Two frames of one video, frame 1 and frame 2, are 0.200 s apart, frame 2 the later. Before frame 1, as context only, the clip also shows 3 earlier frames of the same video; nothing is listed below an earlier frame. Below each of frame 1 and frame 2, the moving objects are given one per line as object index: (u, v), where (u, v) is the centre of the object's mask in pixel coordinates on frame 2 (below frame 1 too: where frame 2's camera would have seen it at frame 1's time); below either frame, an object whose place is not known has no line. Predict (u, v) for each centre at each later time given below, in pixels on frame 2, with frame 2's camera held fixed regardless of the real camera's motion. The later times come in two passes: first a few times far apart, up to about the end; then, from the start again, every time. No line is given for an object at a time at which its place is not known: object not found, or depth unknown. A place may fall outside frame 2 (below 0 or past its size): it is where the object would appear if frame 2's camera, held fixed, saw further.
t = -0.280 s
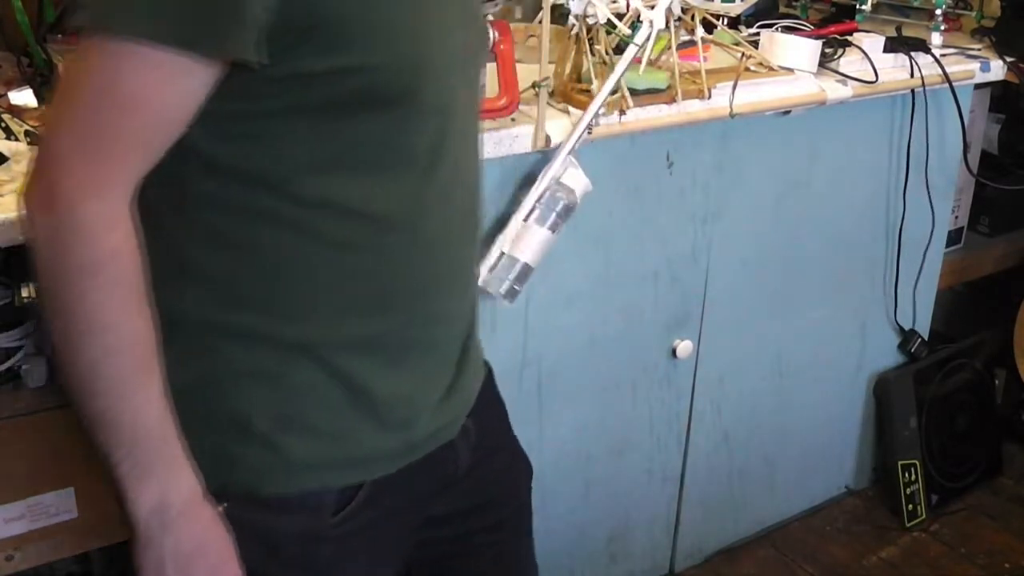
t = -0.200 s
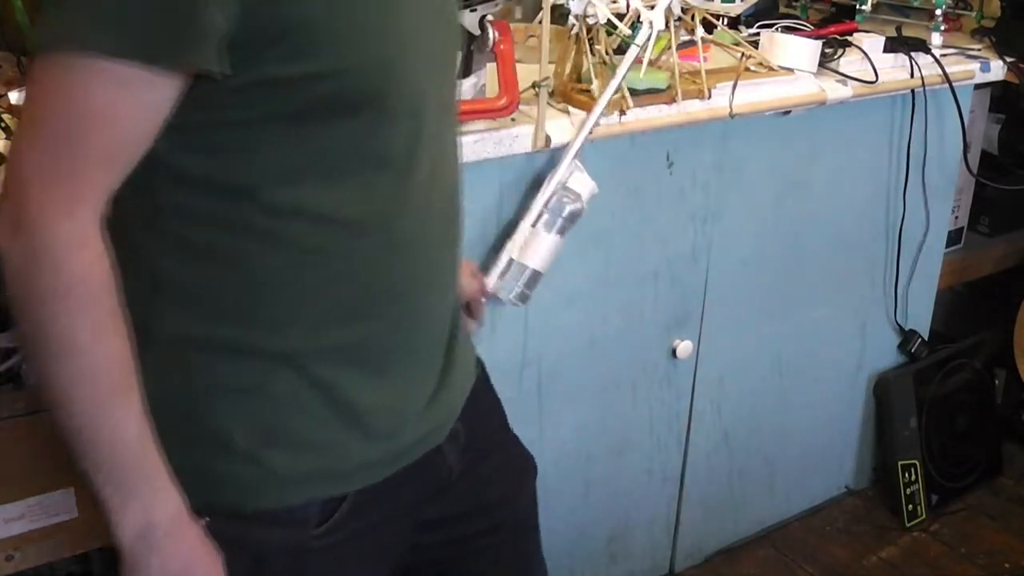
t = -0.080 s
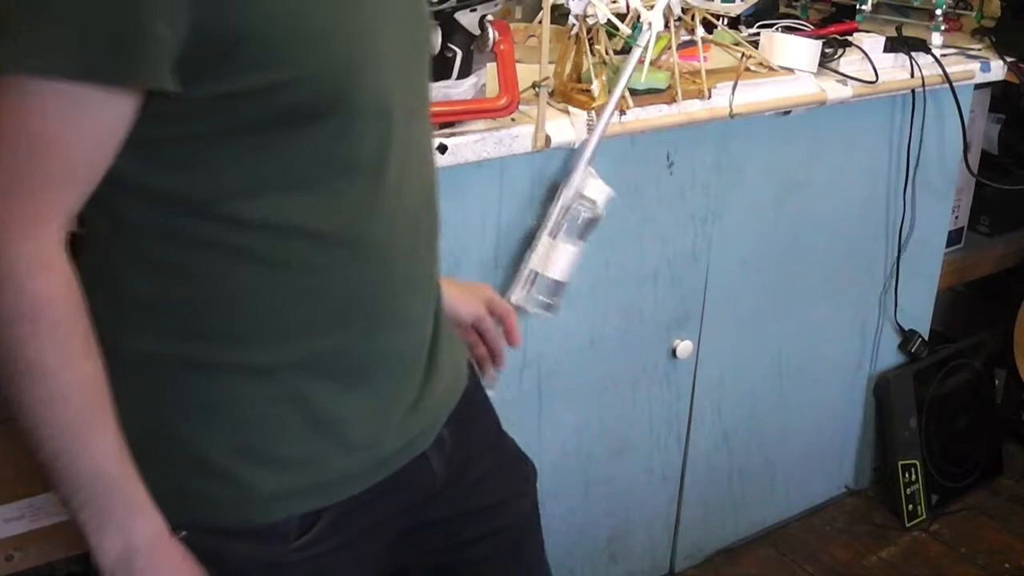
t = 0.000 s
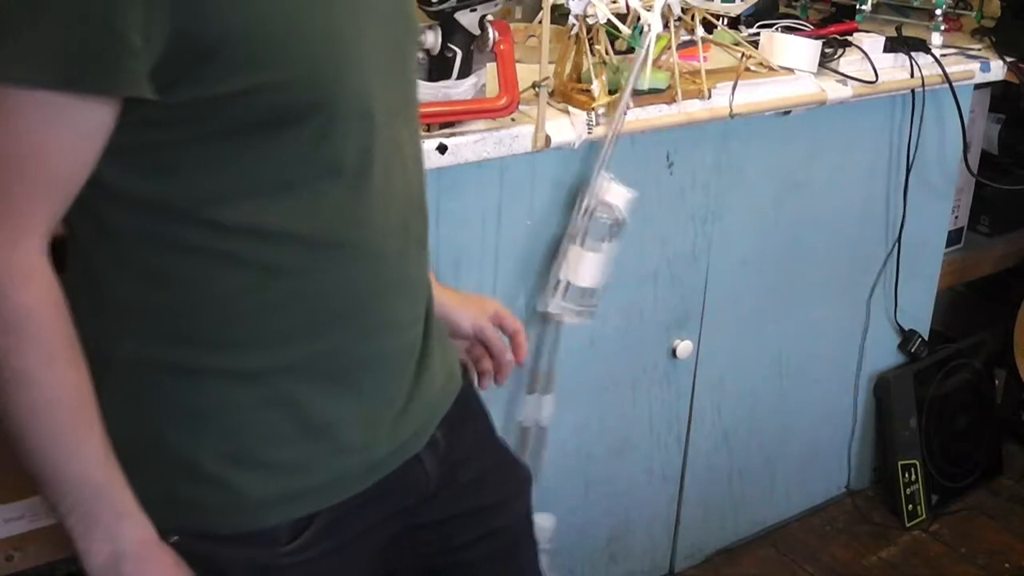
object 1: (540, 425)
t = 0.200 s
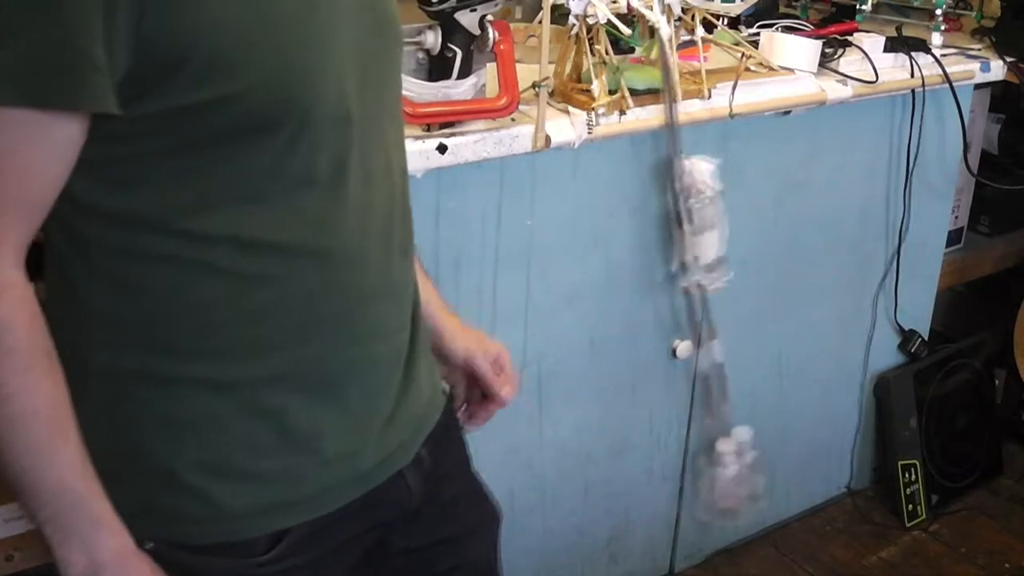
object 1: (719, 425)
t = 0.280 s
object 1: (777, 382)
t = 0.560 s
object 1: (855, 316)
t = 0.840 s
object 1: (733, 431)
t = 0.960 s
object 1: (630, 467)
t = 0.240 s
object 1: (750, 401)
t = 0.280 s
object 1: (777, 382)
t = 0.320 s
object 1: (799, 362)
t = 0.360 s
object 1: (821, 350)
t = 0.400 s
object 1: (836, 338)
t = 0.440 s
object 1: (843, 325)
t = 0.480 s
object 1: (857, 319)
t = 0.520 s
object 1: (854, 311)
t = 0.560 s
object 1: (855, 316)
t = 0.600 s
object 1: (849, 321)
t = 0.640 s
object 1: (842, 331)
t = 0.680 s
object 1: (819, 343)
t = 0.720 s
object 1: (802, 365)
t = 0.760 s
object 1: (784, 388)
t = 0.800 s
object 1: (758, 407)
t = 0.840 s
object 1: (733, 431)
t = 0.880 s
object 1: (702, 448)
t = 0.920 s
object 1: (664, 463)
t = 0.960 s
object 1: (630, 467)
